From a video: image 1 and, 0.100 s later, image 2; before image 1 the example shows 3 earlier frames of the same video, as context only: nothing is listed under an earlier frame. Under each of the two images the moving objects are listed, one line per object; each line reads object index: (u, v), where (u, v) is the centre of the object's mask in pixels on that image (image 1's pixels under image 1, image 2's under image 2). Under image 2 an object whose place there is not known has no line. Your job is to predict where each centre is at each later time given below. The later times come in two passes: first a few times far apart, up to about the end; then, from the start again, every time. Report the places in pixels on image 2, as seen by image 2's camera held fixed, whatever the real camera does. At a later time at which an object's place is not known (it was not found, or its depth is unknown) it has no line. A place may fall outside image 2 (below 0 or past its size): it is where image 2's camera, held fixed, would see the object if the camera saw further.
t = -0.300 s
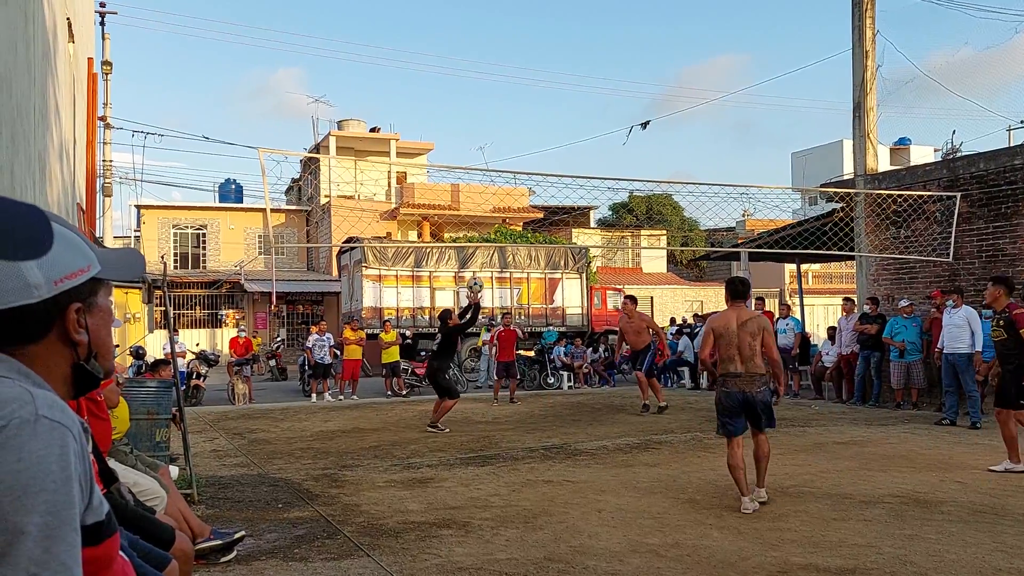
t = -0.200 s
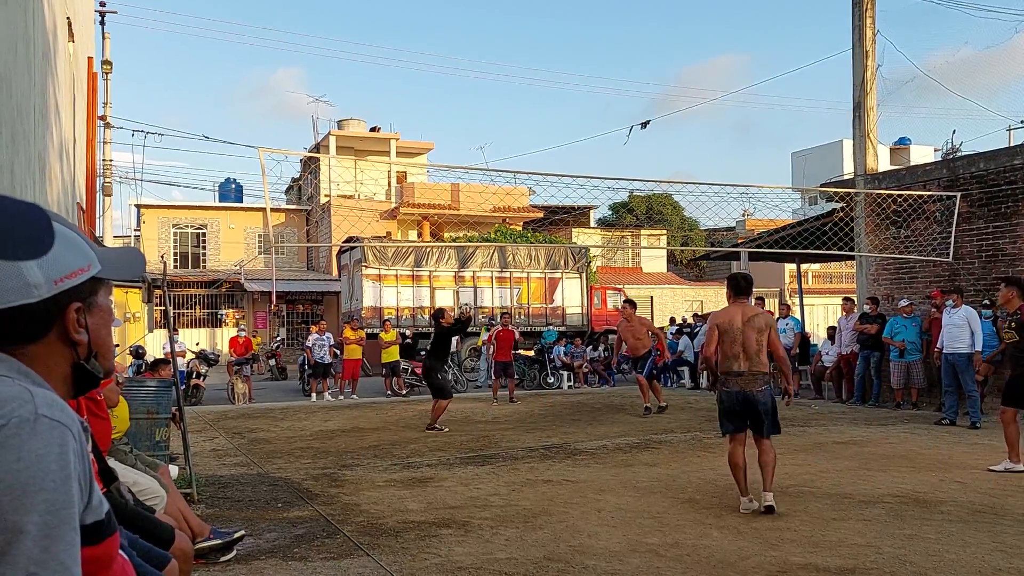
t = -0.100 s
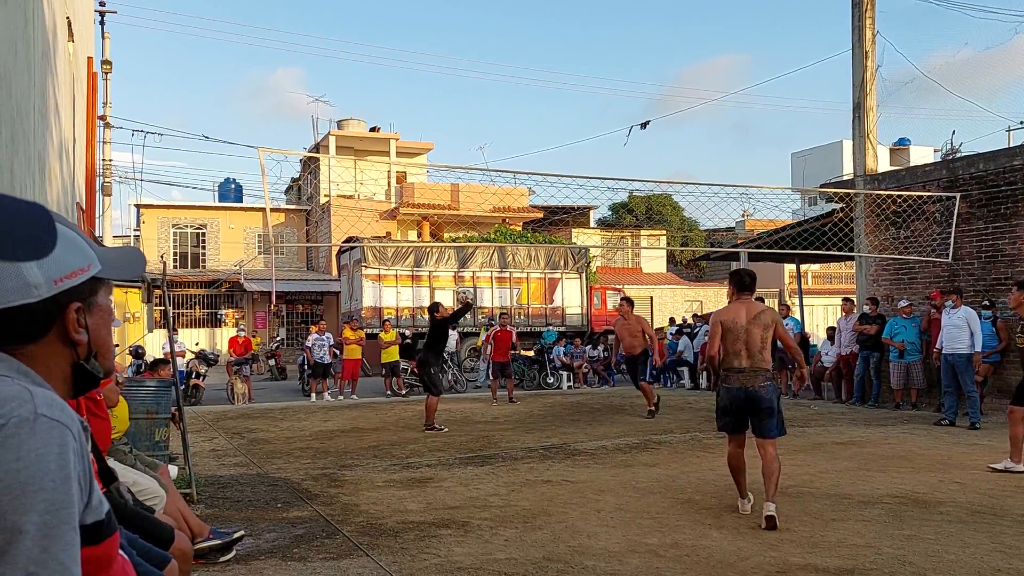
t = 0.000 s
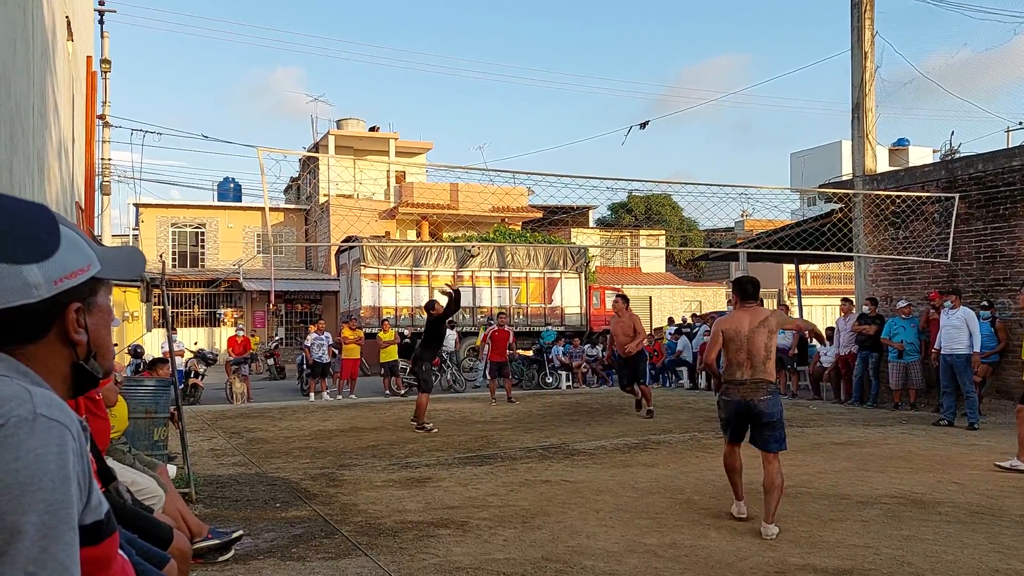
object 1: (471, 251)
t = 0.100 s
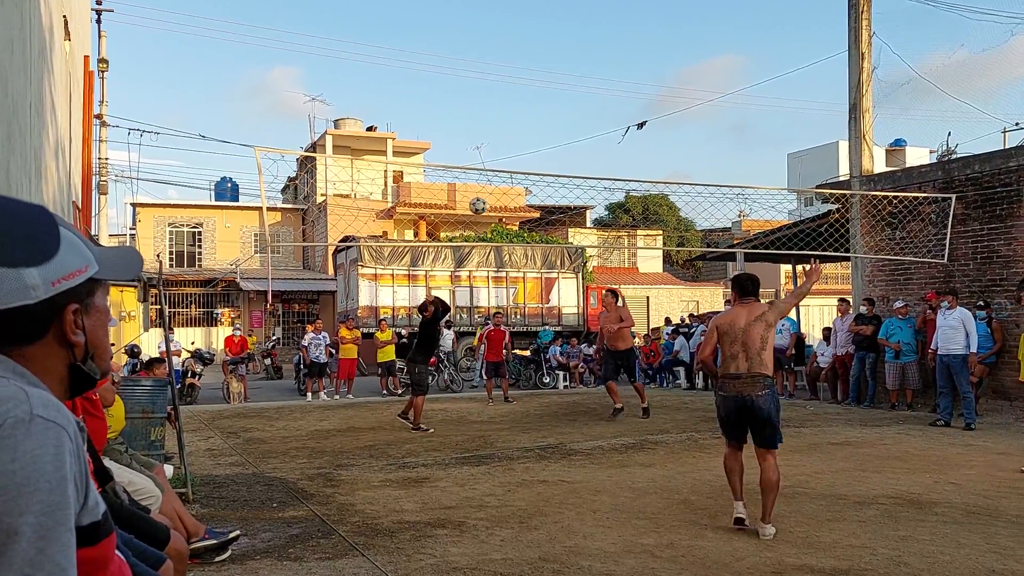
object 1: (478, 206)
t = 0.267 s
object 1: (491, 149)
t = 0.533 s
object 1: (512, 101)
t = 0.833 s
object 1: (538, 115)
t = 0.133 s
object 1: (480, 193)
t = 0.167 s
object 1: (483, 181)
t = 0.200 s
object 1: (486, 169)
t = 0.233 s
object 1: (488, 159)
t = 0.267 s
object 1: (491, 149)
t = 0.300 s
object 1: (494, 140)
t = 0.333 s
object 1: (496, 132)
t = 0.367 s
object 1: (499, 125)
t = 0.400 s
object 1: (501, 118)
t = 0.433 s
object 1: (504, 113)
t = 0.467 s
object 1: (507, 108)
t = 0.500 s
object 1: (509, 104)
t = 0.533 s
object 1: (512, 101)
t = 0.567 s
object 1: (515, 99)
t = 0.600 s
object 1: (518, 98)
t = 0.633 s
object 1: (521, 97)
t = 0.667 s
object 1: (523, 98)
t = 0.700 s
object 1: (526, 99)
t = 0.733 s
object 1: (529, 102)
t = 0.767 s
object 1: (532, 105)
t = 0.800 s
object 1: (535, 109)
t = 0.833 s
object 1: (538, 115)
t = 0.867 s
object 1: (540, 121)
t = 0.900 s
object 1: (543, 128)
